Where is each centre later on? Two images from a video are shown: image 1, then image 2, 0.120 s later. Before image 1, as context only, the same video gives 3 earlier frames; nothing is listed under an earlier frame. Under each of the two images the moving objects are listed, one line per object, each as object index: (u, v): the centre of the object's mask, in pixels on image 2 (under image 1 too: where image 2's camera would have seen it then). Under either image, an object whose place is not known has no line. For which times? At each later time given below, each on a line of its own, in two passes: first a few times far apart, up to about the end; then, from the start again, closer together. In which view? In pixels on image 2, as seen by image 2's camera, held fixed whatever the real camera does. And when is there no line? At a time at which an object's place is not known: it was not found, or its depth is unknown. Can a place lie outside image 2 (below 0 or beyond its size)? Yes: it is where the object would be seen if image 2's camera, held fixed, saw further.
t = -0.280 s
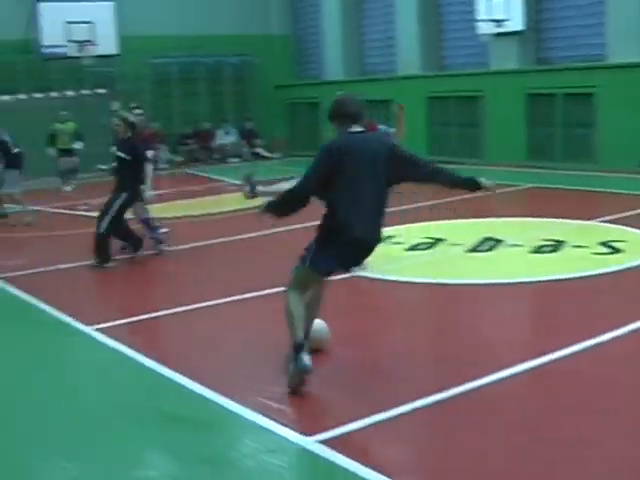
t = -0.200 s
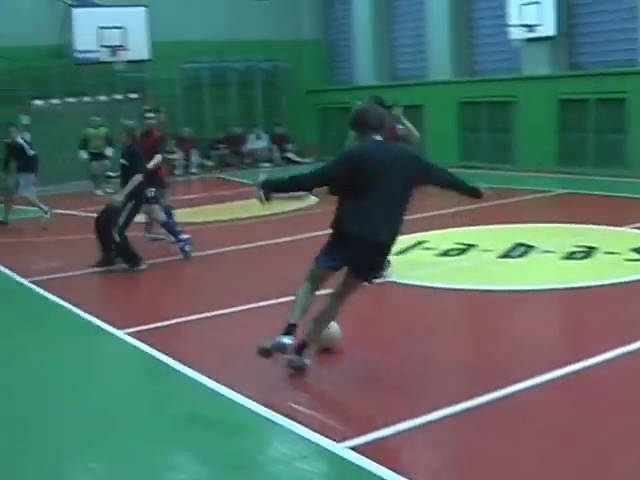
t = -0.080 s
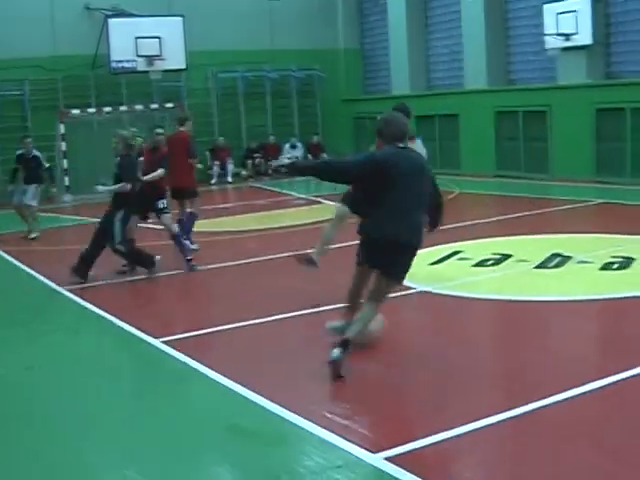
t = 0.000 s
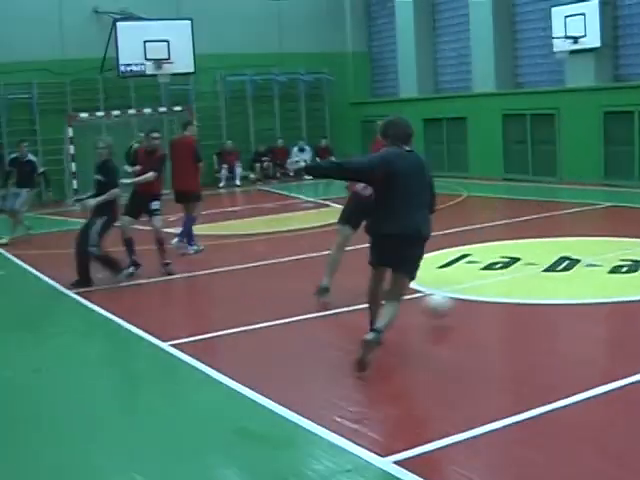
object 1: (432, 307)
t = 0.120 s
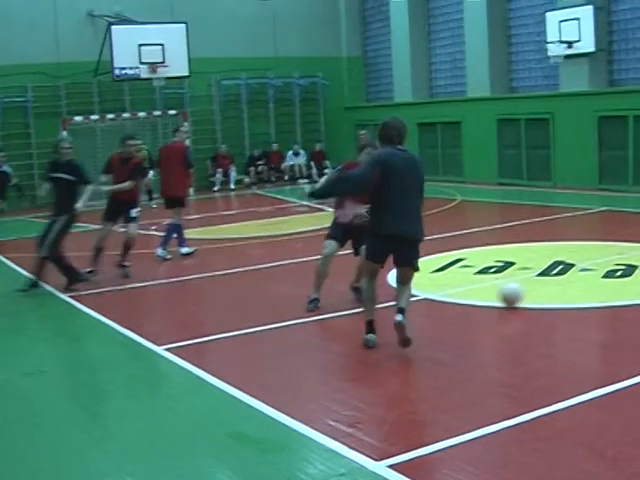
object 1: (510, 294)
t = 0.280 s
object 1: (579, 272)
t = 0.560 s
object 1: (661, 244)
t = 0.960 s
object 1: (742, 218)
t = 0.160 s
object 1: (530, 287)
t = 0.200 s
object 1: (547, 280)
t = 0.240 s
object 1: (563, 275)
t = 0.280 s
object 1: (579, 272)
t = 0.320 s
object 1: (593, 268)
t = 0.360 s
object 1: (606, 261)
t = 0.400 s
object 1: (617, 257)
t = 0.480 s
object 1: (640, 252)
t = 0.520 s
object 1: (651, 247)
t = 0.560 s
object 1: (661, 244)
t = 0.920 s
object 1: (736, 219)
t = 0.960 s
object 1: (742, 218)
